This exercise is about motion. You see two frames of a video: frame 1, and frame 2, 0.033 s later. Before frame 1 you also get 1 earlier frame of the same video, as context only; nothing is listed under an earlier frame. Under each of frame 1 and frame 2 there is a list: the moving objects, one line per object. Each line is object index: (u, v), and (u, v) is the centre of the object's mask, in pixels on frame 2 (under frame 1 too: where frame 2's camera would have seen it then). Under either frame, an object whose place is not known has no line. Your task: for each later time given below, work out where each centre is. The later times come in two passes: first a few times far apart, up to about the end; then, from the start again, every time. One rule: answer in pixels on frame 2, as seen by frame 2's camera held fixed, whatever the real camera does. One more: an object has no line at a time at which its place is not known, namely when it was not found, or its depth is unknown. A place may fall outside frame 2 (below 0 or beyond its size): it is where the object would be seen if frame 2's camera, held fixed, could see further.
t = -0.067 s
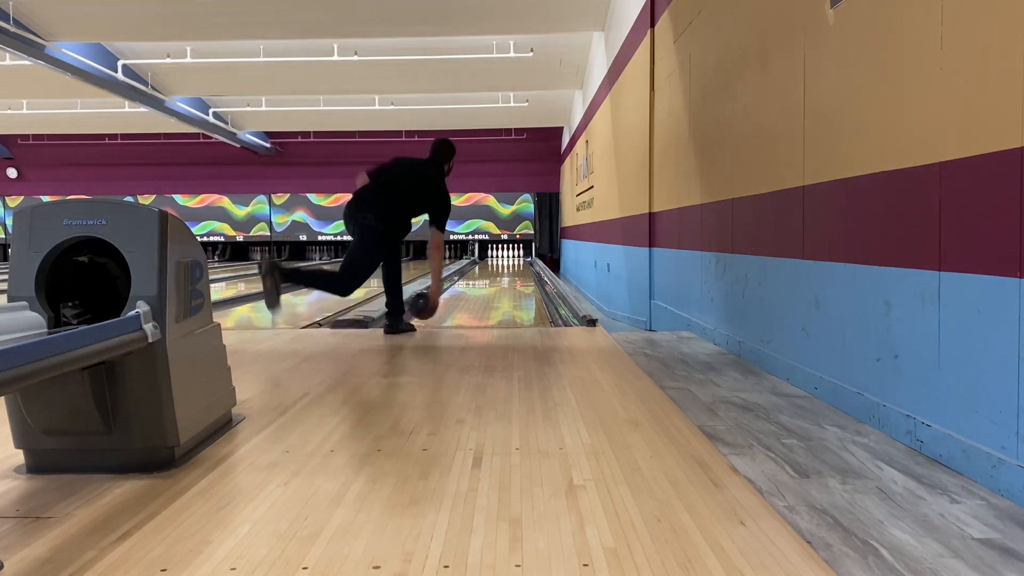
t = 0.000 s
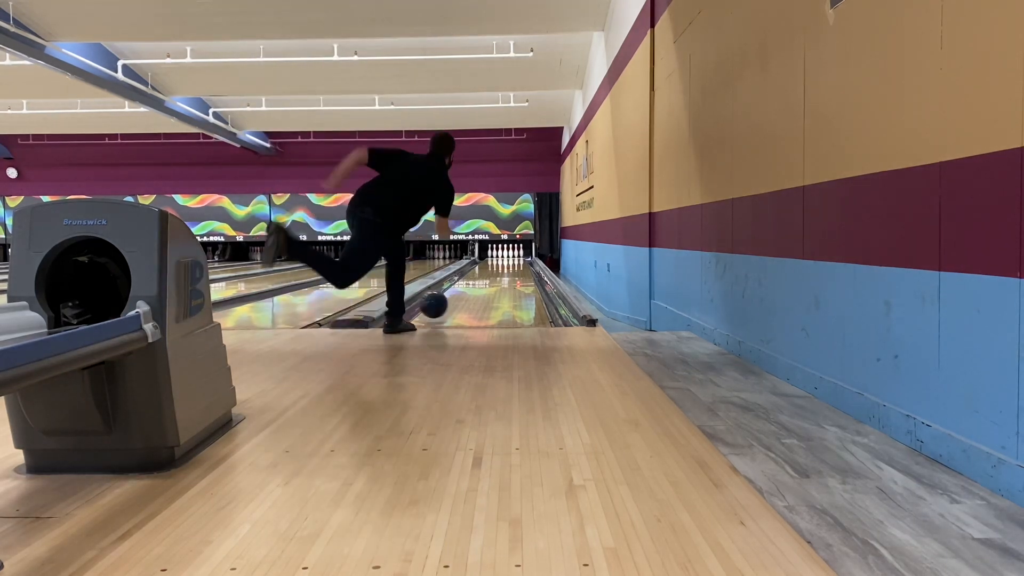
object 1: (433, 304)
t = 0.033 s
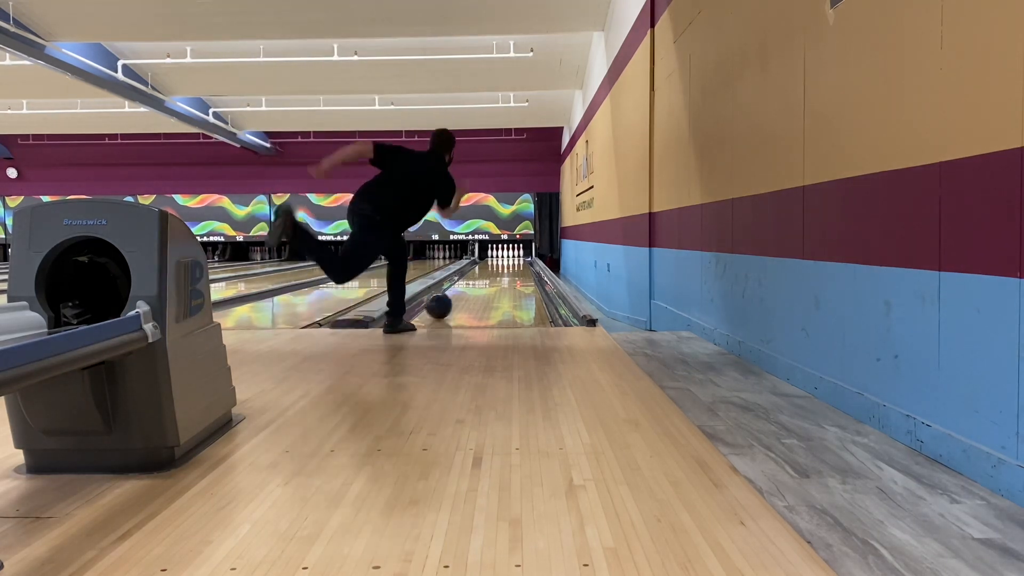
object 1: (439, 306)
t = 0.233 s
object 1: (461, 292)
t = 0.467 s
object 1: (478, 281)
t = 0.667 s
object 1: (488, 276)
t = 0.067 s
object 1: (443, 303)
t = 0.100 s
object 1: (447, 301)
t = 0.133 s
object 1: (451, 299)
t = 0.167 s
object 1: (455, 296)
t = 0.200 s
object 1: (458, 294)
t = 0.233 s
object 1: (461, 292)
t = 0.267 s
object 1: (464, 291)
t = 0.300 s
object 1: (466, 289)
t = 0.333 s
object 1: (469, 287)
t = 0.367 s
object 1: (472, 286)
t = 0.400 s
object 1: (474, 284)
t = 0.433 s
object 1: (476, 282)
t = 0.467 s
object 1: (478, 281)
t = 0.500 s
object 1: (480, 280)
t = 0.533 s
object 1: (482, 279)
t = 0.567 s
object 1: (483, 278)
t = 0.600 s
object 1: (485, 277)
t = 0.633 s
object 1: (487, 276)
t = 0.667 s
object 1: (488, 276)
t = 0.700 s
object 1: (490, 274)
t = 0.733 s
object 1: (491, 273)
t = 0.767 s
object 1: (492, 273)
